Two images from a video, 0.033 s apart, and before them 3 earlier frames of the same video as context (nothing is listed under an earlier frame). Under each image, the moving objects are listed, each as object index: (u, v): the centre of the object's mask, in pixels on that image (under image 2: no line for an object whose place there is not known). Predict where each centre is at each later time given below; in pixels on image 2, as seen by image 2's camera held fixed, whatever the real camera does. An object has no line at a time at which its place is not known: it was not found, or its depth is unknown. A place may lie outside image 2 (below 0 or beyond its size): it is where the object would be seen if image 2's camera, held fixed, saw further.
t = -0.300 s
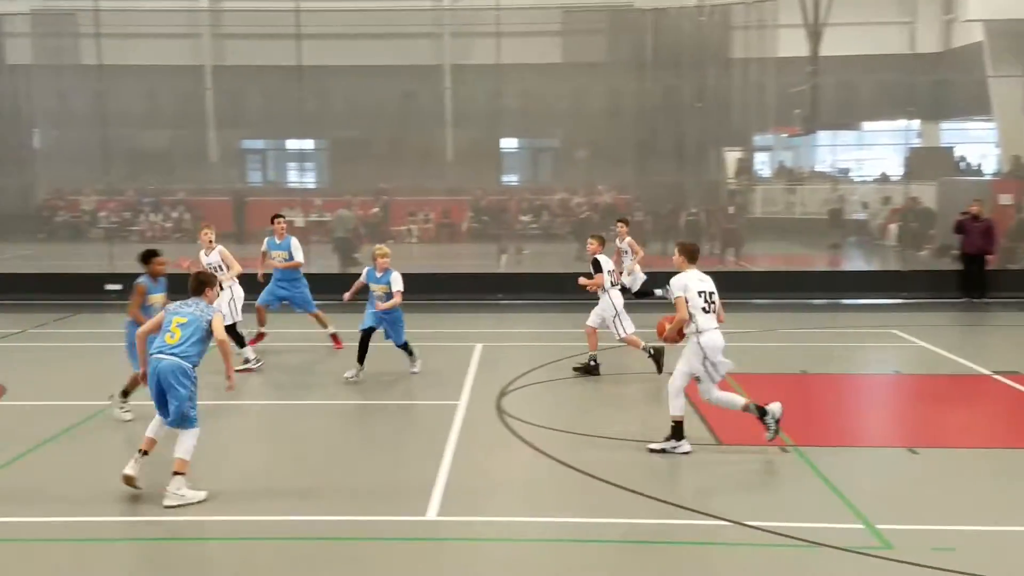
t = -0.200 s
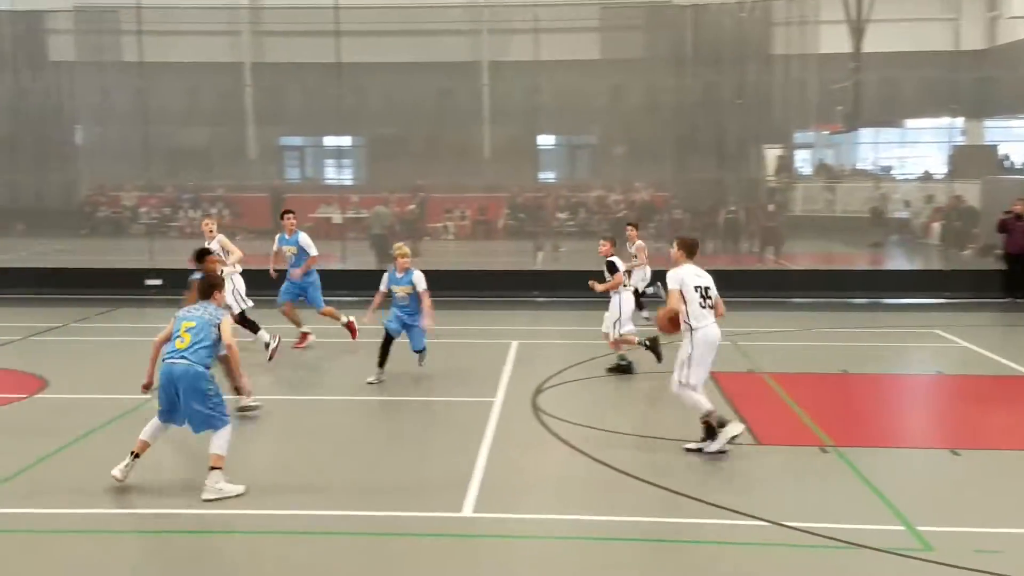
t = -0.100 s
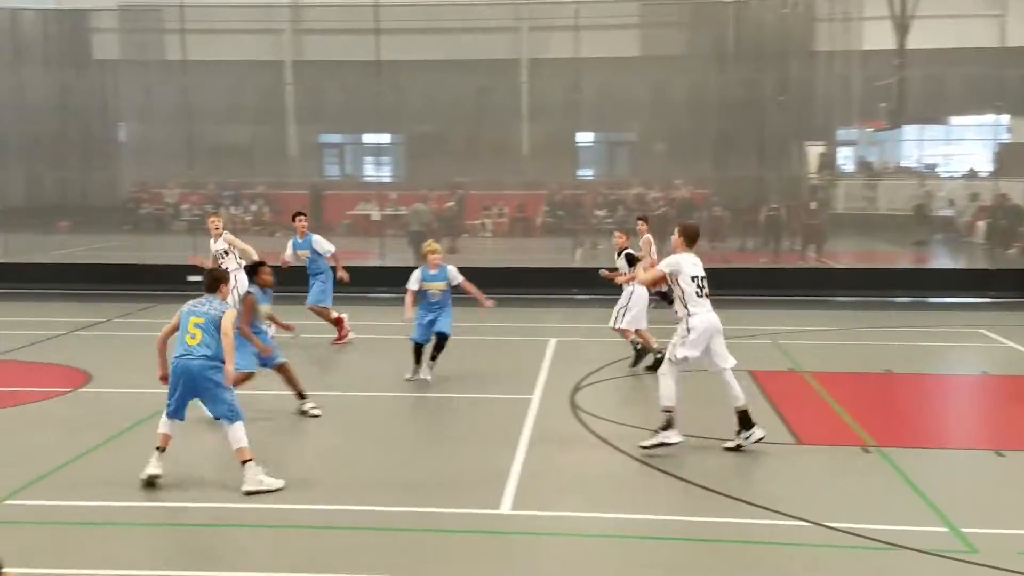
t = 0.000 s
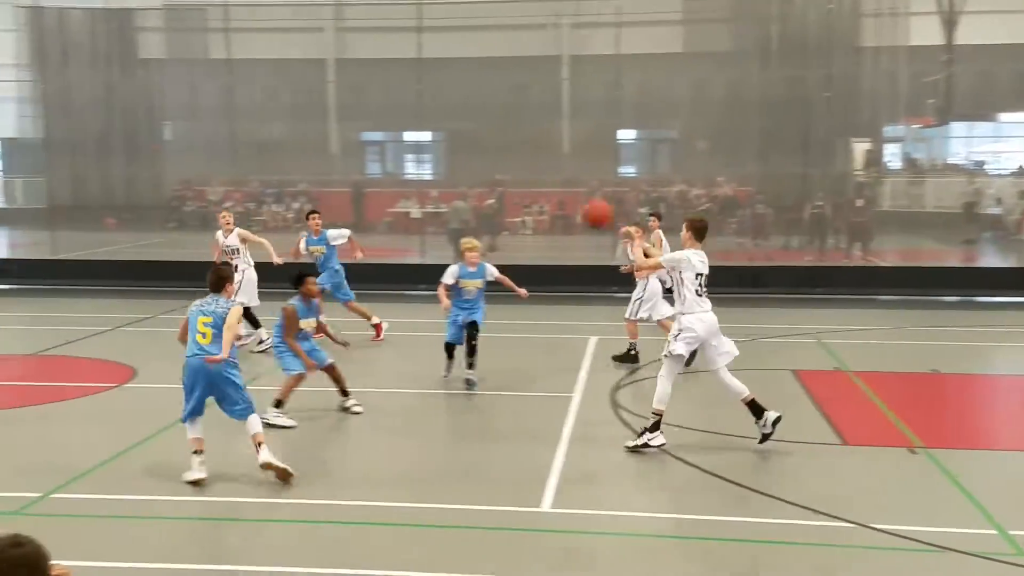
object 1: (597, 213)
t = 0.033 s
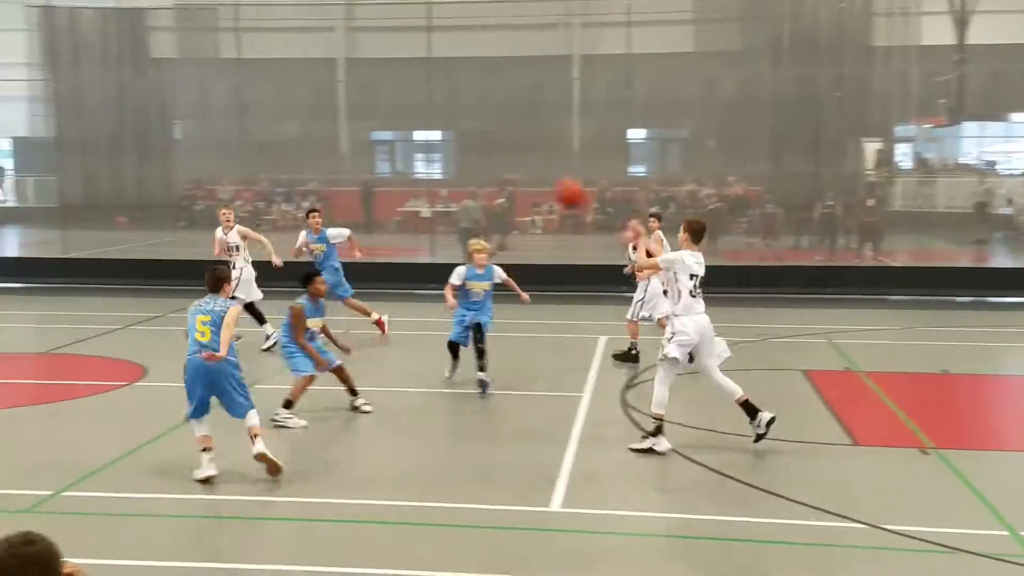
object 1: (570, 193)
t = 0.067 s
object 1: (535, 175)
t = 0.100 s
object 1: (501, 158)
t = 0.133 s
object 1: (467, 143)
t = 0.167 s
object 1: (434, 129)
